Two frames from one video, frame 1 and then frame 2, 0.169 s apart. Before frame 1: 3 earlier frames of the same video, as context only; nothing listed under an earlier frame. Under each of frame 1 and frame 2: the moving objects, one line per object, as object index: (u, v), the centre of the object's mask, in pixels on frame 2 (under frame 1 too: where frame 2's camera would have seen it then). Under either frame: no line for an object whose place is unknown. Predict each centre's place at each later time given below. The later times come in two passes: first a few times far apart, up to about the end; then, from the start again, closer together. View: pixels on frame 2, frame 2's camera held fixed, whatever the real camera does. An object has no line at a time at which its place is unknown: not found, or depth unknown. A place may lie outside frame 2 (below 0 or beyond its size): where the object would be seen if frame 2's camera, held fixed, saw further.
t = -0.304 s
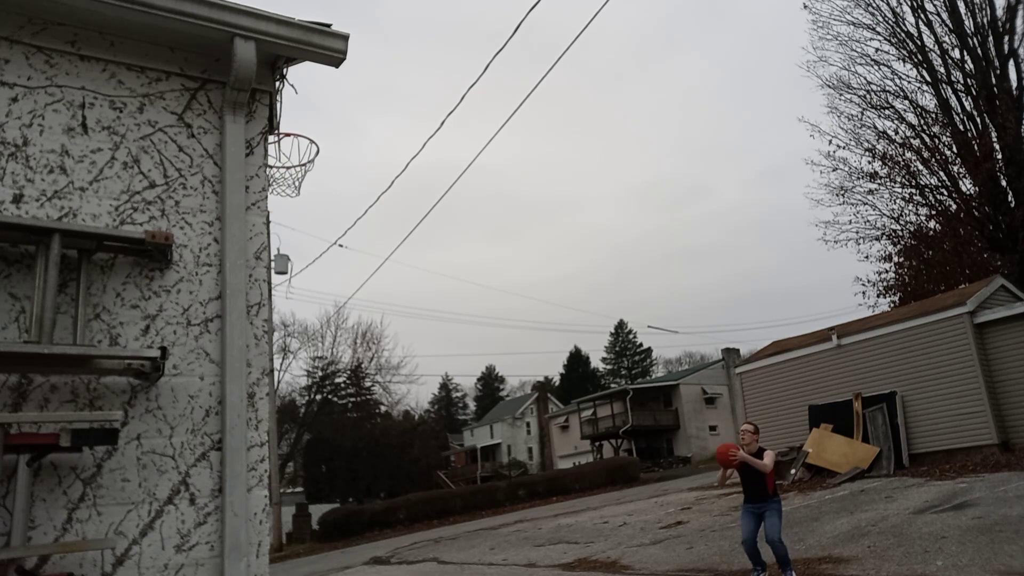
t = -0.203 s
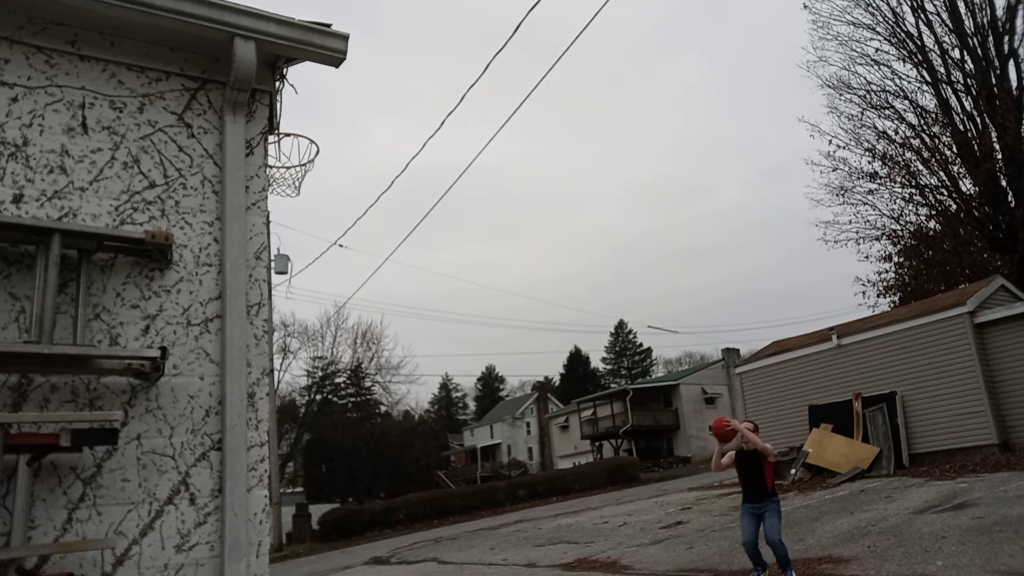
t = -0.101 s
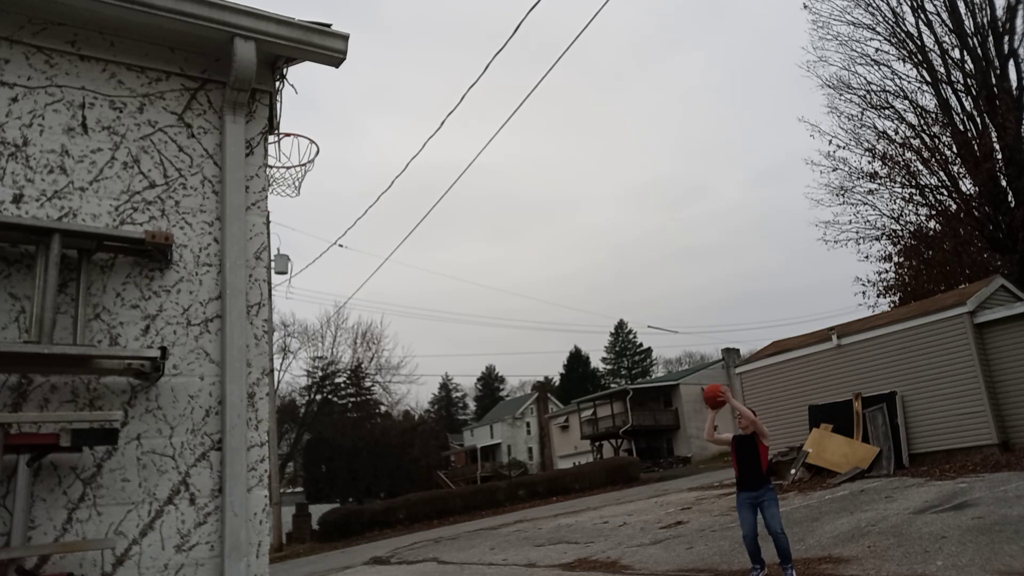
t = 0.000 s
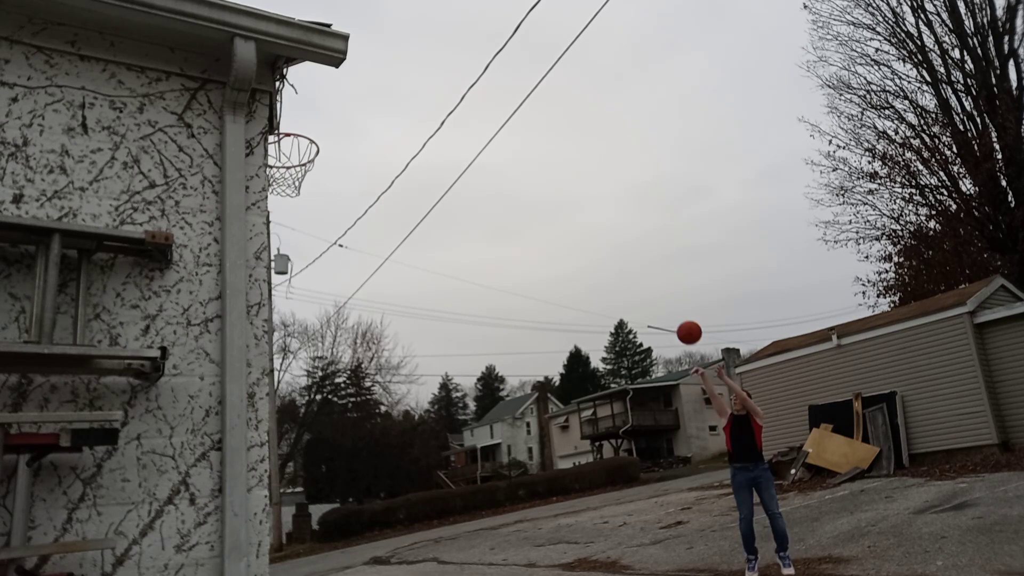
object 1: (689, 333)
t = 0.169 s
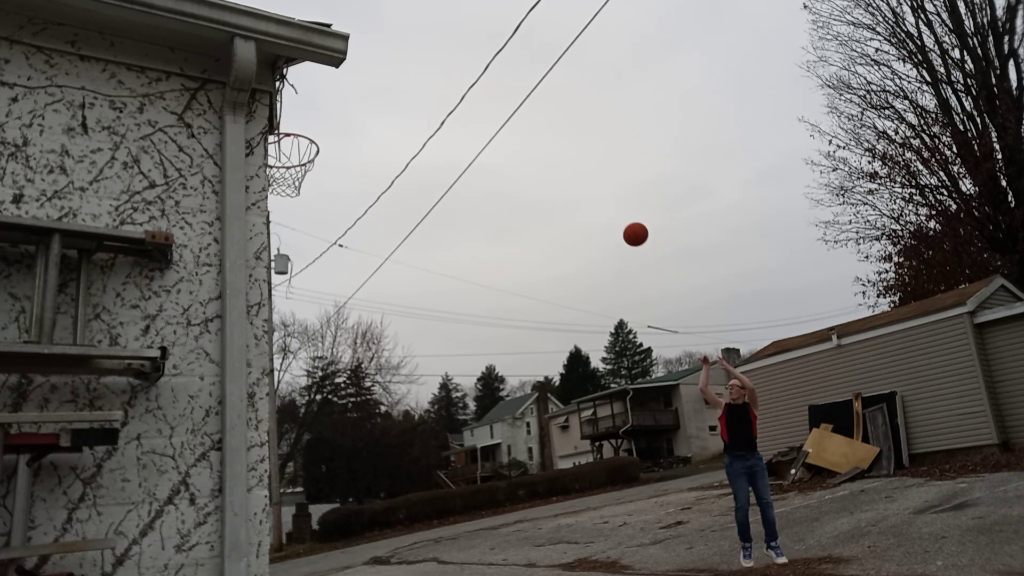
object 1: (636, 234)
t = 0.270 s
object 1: (605, 186)
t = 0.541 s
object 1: (522, 98)
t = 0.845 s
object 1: (421, 72)
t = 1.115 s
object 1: (311, 139)
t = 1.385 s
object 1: (279, 136)
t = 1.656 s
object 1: (278, 197)
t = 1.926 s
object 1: (279, 347)
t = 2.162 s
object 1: (280, 560)
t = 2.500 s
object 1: (285, 465)
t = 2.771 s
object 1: (293, 397)
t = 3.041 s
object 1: (302, 422)
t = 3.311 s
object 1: (311, 547)
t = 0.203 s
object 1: (625, 217)
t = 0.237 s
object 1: (615, 201)
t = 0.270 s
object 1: (605, 186)
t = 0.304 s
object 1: (594, 172)
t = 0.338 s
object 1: (584, 159)
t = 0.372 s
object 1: (574, 147)
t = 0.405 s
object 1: (564, 135)
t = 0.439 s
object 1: (554, 124)
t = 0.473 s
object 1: (543, 115)
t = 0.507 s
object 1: (533, 106)
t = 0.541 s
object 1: (522, 98)
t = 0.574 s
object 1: (512, 91)
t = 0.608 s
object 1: (501, 85)
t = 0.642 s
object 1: (490, 79)
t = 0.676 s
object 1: (479, 75)
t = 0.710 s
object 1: (468, 72)
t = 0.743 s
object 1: (457, 70)
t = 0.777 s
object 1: (445, 70)
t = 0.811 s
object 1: (433, 70)
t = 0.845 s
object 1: (421, 72)
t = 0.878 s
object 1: (409, 75)
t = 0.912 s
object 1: (396, 79)
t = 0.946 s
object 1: (383, 85)
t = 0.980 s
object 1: (369, 93)
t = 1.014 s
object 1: (355, 102)
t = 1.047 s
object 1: (341, 113)
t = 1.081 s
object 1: (326, 126)
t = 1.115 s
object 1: (311, 139)
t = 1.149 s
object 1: (299, 137)
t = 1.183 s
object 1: (288, 137)
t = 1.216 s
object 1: (281, 139)
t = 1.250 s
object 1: (279, 138)
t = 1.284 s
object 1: (279, 136)
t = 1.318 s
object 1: (279, 135)
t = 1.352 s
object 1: (279, 135)
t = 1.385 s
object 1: (279, 136)
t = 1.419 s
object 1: (279, 139)
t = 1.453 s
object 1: (278, 143)
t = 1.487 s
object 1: (278, 148)
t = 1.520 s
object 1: (278, 153)
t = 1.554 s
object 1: (277, 162)
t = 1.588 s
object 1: (278, 172)
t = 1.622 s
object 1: (278, 183)
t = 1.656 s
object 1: (278, 197)
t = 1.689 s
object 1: (278, 211)
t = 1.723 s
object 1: (278, 226)
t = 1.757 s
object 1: (278, 243)
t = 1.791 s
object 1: (279, 261)
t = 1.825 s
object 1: (278, 280)
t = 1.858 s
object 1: (279, 301)
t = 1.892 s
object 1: (279, 324)
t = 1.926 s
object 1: (279, 347)
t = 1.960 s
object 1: (279, 373)
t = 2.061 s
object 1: (280, 460)
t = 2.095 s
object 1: (279, 492)
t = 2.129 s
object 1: (280, 526)
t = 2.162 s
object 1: (280, 560)
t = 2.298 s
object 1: (280, 572)
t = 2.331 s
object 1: (282, 559)
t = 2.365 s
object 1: (282, 537)
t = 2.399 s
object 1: (283, 517)
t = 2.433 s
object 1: (283, 498)
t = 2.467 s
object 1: (284, 480)
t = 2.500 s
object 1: (285, 465)
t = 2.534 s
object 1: (286, 451)
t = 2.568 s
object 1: (287, 439)
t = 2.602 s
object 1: (288, 429)
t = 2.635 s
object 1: (289, 419)
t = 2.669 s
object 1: (290, 412)
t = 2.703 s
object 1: (291, 406)
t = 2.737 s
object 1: (292, 400)
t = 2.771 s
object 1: (293, 397)
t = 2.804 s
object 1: (294, 396)
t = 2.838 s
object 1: (295, 395)
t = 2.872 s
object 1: (296, 396)
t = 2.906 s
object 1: (297, 398)
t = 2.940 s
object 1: (298, 402)
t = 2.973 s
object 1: (300, 407)
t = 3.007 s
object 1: (301, 414)
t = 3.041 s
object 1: (302, 422)
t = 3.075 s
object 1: (303, 431)
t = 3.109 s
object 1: (304, 443)
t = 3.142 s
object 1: (305, 456)
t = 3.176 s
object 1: (307, 470)
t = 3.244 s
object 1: (309, 505)
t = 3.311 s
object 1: (311, 547)
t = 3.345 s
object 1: (313, 565)
